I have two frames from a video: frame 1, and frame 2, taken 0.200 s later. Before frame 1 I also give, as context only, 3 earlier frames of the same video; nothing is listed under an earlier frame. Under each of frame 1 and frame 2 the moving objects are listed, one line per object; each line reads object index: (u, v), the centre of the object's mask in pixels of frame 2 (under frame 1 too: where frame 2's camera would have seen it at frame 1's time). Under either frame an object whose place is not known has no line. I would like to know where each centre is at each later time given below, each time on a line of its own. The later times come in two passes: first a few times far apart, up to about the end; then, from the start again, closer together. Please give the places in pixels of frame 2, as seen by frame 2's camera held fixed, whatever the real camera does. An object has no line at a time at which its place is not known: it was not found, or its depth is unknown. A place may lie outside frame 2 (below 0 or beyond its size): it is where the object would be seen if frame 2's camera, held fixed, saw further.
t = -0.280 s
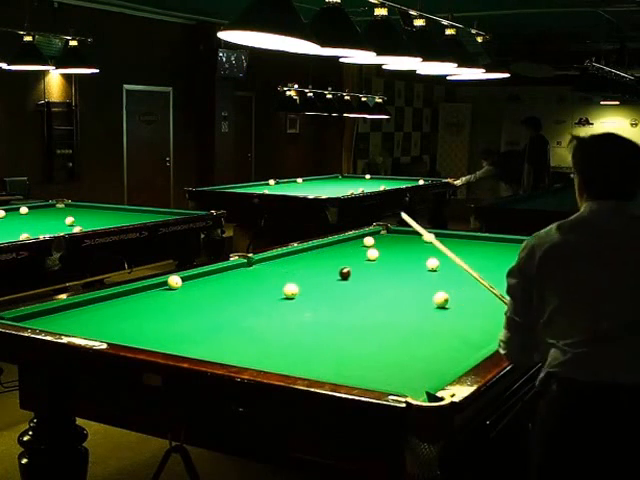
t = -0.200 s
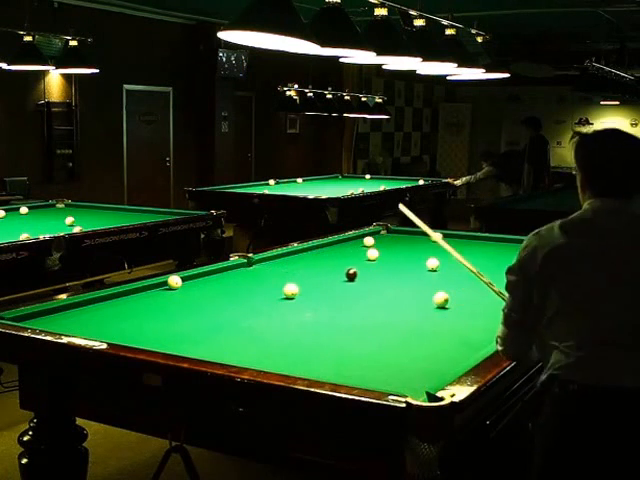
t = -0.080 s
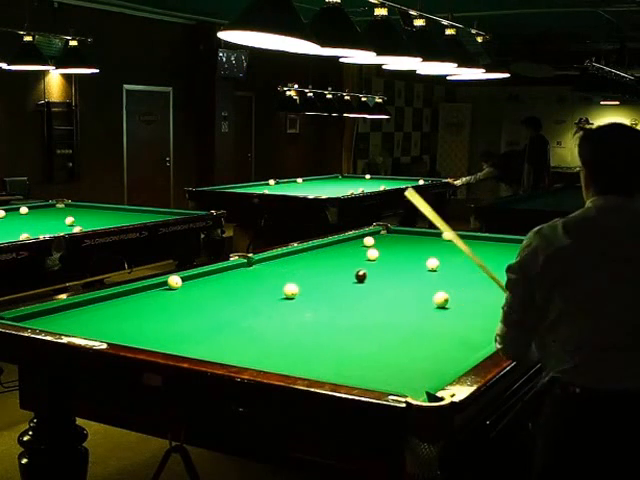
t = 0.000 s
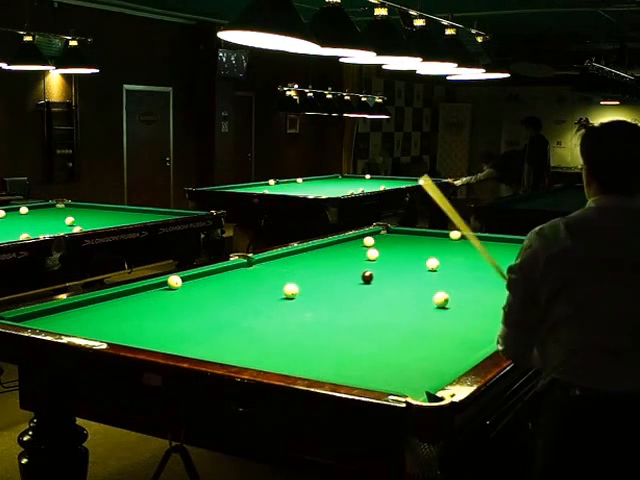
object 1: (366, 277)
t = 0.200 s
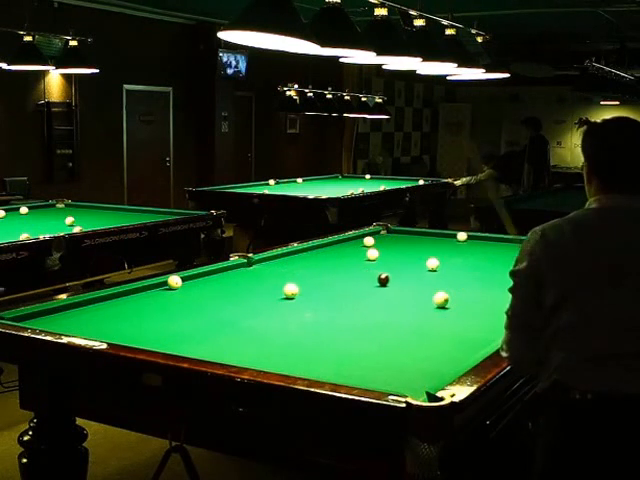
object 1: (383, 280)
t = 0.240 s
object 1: (386, 280)
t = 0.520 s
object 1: (408, 284)
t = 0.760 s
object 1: (428, 286)
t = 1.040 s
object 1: (451, 289)
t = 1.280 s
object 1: (470, 293)
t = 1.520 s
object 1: (489, 296)
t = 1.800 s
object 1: (511, 300)
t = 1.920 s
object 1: (516, 300)
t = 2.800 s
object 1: (514, 302)
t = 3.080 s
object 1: (505, 302)
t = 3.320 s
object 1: (496, 301)
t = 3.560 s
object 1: (489, 301)
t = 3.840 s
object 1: (481, 301)
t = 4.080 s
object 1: (476, 300)
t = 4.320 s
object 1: (472, 299)
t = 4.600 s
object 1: (468, 298)
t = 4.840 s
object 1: (466, 298)
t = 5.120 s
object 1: (464, 298)
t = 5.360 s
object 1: (463, 298)
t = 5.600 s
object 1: (463, 298)
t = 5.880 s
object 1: (463, 298)
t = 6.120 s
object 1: (463, 298)
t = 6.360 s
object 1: (463, 298)
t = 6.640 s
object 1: (463, 298)
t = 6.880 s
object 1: (463, 298)
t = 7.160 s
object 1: (463, 298)
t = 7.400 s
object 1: (463, 298)
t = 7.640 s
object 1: (463, 298)
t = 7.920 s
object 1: (463, 298)
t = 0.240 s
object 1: (386, 280)
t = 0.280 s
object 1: (389, 281)
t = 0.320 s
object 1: (392, 281)
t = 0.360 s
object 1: (395, 282)
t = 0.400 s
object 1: (399, 282)
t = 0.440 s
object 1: (402, 283)
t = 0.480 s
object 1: (405, 283)
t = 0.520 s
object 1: (408, 284)
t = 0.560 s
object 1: (412, 284)
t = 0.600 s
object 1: (415, 285)
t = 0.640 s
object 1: (418, 285)
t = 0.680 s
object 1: (421, 286)
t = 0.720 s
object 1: (425, 286)
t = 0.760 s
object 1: (428, 286)
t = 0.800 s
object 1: (431, 287)
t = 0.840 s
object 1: (434, 287)
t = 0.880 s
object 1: (437, 287)
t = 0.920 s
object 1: (441, 287)
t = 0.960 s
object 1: (444, 287)
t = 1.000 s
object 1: (447, 289)
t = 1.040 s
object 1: (451, 289)
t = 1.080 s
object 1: (454, 290)
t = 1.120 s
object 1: (457, 291)
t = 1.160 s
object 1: (460, 292)
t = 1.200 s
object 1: (463, 292)
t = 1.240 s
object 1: (467, 293)
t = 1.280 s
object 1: (470, 293)
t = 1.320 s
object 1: (473, 294)
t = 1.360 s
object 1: (476, 294)
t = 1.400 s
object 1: (479, 295)
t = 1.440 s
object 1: (483, 295)
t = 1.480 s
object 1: (486, 296)
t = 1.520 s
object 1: (489, 296)
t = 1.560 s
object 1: (492, 297)
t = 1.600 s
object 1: (495, 297)
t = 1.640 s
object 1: (498, 298)
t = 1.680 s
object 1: (501, 298)
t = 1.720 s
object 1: (505, 299)
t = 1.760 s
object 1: (507, 299)
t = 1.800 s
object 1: (511, 300)
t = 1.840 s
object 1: (513, 300)
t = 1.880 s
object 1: (515, 300)
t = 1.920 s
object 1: (516, 300)
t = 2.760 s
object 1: (515, 302)
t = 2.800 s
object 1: (514, 302)
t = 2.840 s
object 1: (513, 302)
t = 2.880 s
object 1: (512, 302)
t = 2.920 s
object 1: (511, 302)
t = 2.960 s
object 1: (509, 302)
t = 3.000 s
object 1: (508, 302)
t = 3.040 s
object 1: (507, 302)
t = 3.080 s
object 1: (505, 302)
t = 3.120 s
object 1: (504, 302)
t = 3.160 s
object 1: (502, 301)
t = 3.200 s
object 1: (500, 301)
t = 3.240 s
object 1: (499, 301)
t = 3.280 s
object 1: (498, 301)
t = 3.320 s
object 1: (496, 301)
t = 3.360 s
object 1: (495, 301)
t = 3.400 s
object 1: (494, 301)
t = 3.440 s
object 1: (493, 301)
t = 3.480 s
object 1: (491, 301)
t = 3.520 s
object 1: (490, 301)
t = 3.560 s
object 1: (489, 301)
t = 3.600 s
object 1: (488, 301)
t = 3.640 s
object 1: (487, 301)
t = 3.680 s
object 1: (486, 301)
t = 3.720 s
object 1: (484, 301)
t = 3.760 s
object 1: (483, 301)
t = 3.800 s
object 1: (482, 301)
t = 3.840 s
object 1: (481, 301)
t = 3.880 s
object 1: (480, 300)
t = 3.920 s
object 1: (479, 300)
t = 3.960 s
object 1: (478, 300)
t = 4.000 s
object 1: (478, 300)
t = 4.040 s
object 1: (477, 300)
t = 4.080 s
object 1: (476, 300)
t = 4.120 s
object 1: (475, 300)
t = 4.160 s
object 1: (475, 300)
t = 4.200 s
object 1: (474, 300)
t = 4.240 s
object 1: (473, 299)
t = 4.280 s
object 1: (473, 299)
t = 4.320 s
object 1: (472, 299)
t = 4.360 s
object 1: (471, 299)
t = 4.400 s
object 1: (471, 299)
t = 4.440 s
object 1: (470, 299)
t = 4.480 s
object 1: (470, 299)
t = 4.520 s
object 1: (469, 299)
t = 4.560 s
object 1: (469, 298)
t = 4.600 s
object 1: (468, 298)
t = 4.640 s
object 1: (468, 298)
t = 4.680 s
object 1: (467, 298)
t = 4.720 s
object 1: (467, 298)
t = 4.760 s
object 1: (466, 298)
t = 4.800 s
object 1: (466, 298)
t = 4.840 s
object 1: (466, 298)
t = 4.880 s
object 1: (466, 298)
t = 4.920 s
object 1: (465, 298)
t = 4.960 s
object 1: (465, 298)
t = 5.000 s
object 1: (464, 298)
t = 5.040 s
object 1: (464, 298)
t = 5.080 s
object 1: (464, 298)
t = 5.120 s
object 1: (464, 298)
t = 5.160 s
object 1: (464, 298)
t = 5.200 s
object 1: (464, 298)
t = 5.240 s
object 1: (464, 298)
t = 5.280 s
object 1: (464, 298)
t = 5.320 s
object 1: (464, 298)
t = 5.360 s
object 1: (463, 298)
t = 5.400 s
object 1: (463, 298)
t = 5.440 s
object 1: (463, 298)
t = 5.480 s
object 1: (463, 298)
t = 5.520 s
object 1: (463, 298)
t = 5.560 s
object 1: (463, 298)
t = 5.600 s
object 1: (463, 298)
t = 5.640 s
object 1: (463, 298)
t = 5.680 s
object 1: (463, 298)
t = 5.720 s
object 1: (463, 298)
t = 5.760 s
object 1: (463, 298)
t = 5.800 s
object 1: (463, 298)
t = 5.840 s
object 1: (463, 298)
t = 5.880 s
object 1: (463, 298)
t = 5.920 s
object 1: (463, 298)
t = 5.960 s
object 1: (463, 298)
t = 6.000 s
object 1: (463, 298)
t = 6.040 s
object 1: (463, 298)
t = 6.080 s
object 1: (463, 298)
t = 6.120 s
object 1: (463, 298)
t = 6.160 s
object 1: (463, 298)
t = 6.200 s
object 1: (463, 298)
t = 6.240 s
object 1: (463, 298)
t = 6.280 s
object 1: (463, 298)
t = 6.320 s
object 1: (463, 298)
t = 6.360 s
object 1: (463, 298)
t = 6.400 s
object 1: (463, 298)
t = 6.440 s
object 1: (463, 298)
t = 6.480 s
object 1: (463, 298)
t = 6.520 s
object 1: (463, 298)
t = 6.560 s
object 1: (463, 298)
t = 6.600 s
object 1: (463, 298)
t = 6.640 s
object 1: (463, 298)
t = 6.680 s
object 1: (463, 298)
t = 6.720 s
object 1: (463, 298)
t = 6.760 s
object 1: (463, 298)
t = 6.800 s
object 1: (463, 298)
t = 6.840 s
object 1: (463, 298)
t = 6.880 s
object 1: (463, 298)
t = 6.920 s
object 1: (463, 298)
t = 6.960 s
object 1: (463, 298)
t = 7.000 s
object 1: (463, 298)
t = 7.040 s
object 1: (463, 298)
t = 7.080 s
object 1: (463, 298)
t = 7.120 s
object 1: (463, 298)
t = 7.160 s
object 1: (463, 298)
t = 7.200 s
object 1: (463, 298)
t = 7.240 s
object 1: (463, 298)
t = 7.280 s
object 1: (463, 298)
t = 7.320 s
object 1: (463, 298)
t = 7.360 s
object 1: (463, 298)
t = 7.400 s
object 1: (463, 298)
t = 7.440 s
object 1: (463, 298)
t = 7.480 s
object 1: (463, 298)
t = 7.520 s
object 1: (463, 298)
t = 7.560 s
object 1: (463, 298)
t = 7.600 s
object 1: (463, 298)
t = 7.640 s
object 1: (463, 298)
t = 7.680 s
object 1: (463, 298)
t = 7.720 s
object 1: (463, 298)
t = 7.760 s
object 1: (463, 298)
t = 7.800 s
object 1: (463, 298)
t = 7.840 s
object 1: (463, 298)
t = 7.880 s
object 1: (463, 298)
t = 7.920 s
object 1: (463, 298)
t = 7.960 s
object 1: (463, 298)
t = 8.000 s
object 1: (463, 298)
